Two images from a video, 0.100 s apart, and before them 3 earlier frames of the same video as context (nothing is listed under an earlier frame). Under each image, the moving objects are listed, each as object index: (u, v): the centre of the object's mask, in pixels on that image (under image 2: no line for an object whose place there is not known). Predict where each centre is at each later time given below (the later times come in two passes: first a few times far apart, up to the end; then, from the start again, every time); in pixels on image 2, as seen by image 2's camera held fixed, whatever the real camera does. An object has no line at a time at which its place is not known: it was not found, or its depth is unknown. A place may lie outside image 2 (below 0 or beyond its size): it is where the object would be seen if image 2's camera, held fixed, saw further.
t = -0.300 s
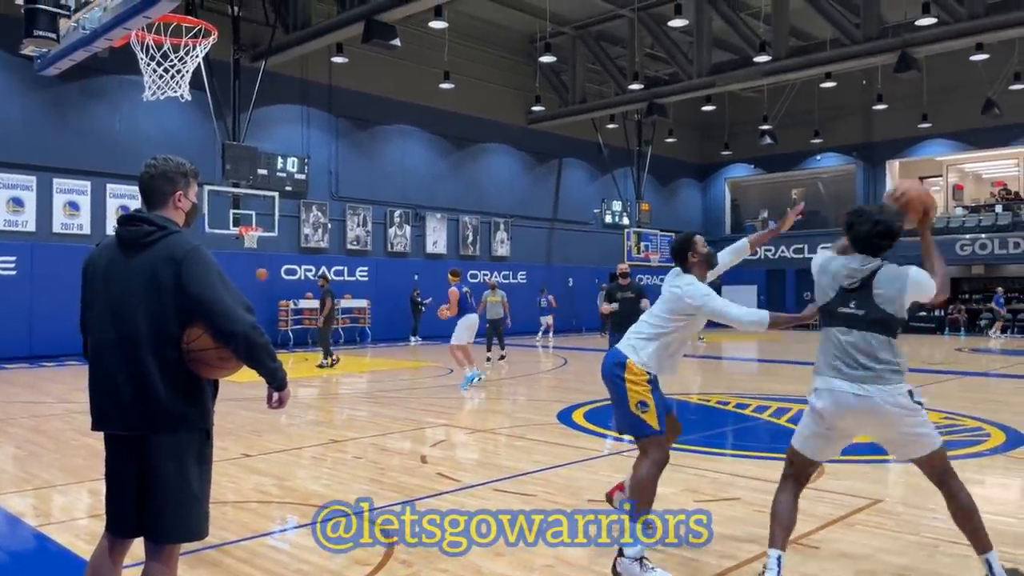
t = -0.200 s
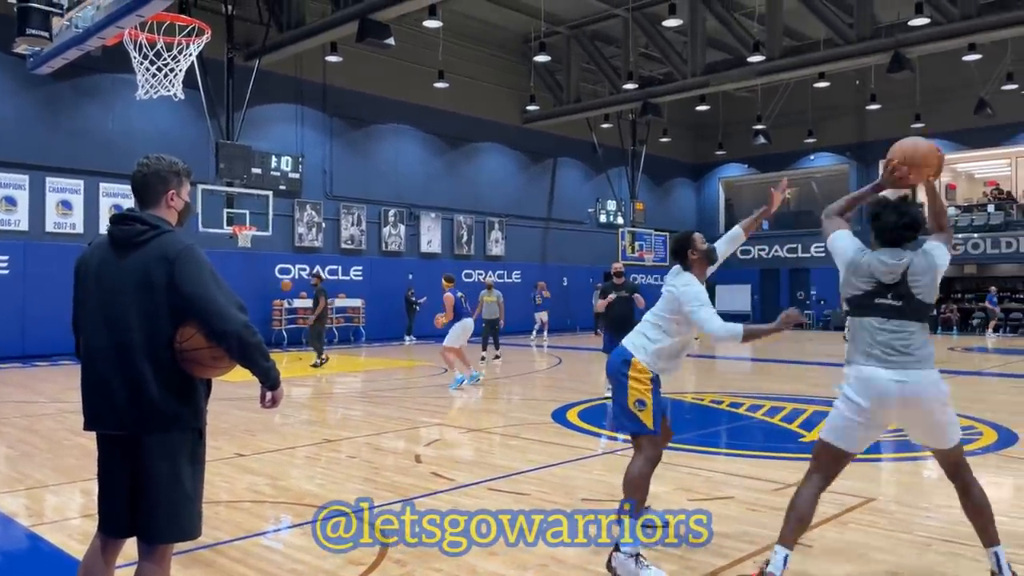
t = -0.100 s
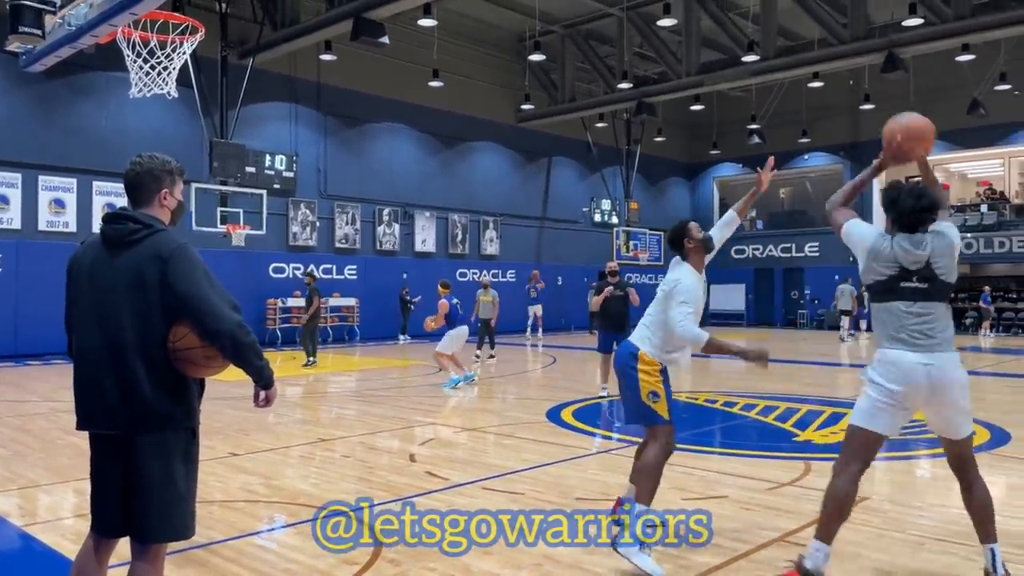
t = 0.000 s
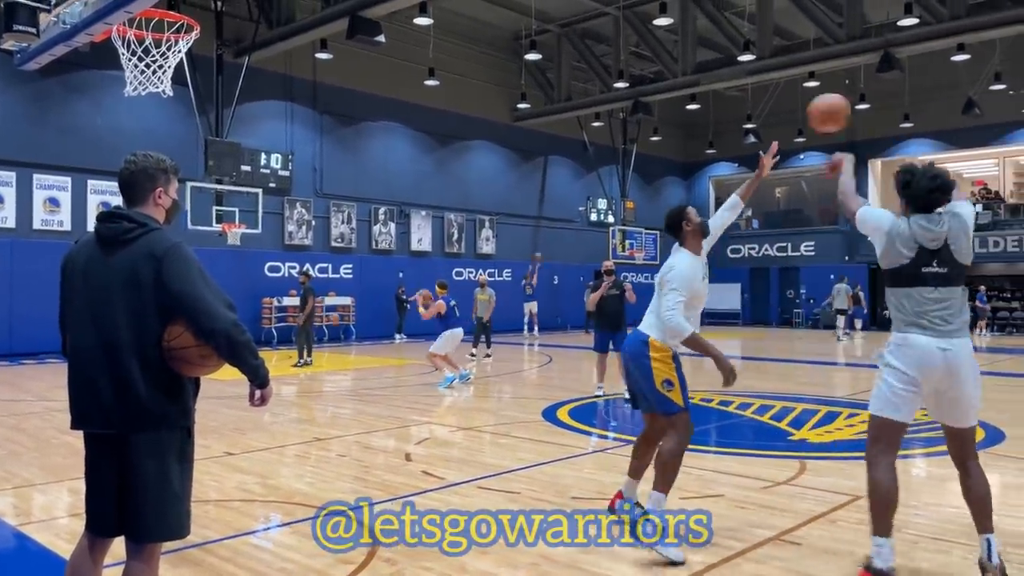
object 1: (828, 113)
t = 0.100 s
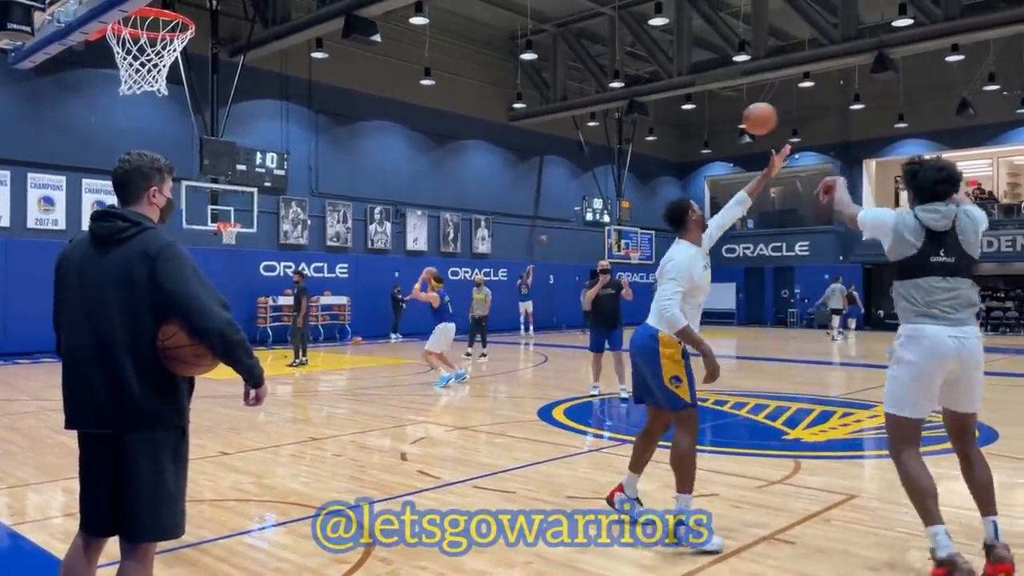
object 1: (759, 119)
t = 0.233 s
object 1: (702, 141)
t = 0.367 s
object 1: (662, 173)
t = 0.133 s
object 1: (742, 123)
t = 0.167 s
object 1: (728, 128)
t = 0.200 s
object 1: (714, 134)
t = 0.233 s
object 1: (702, 141)
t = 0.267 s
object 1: (691, 148)
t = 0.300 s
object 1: (680, 157)
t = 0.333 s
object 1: (672, 164)
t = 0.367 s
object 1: (662, 173)
